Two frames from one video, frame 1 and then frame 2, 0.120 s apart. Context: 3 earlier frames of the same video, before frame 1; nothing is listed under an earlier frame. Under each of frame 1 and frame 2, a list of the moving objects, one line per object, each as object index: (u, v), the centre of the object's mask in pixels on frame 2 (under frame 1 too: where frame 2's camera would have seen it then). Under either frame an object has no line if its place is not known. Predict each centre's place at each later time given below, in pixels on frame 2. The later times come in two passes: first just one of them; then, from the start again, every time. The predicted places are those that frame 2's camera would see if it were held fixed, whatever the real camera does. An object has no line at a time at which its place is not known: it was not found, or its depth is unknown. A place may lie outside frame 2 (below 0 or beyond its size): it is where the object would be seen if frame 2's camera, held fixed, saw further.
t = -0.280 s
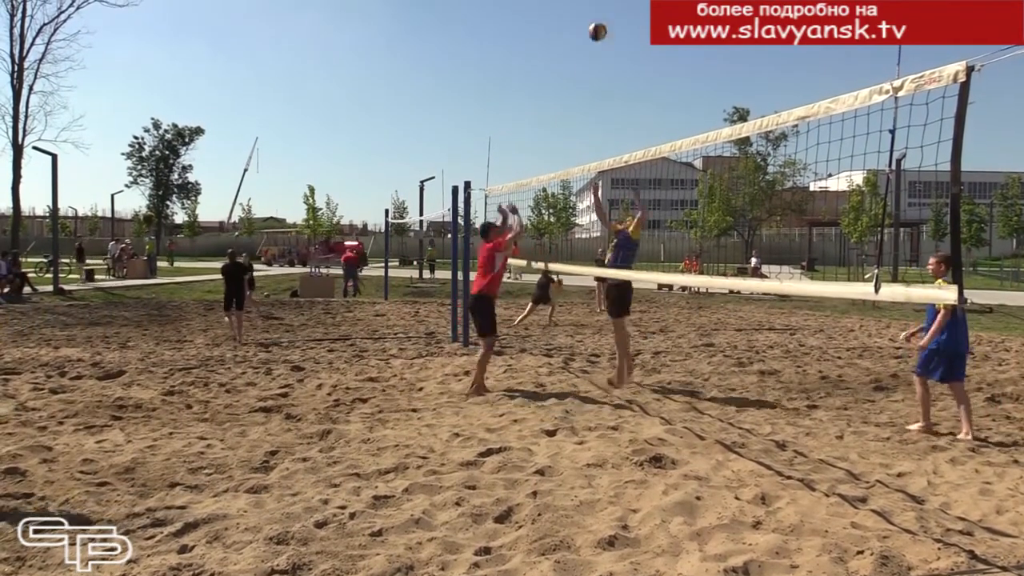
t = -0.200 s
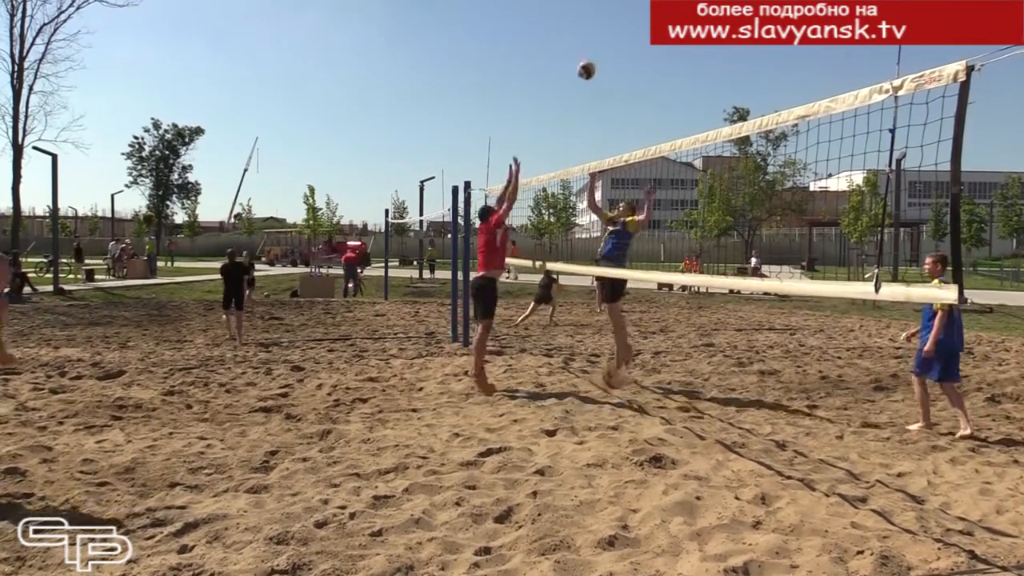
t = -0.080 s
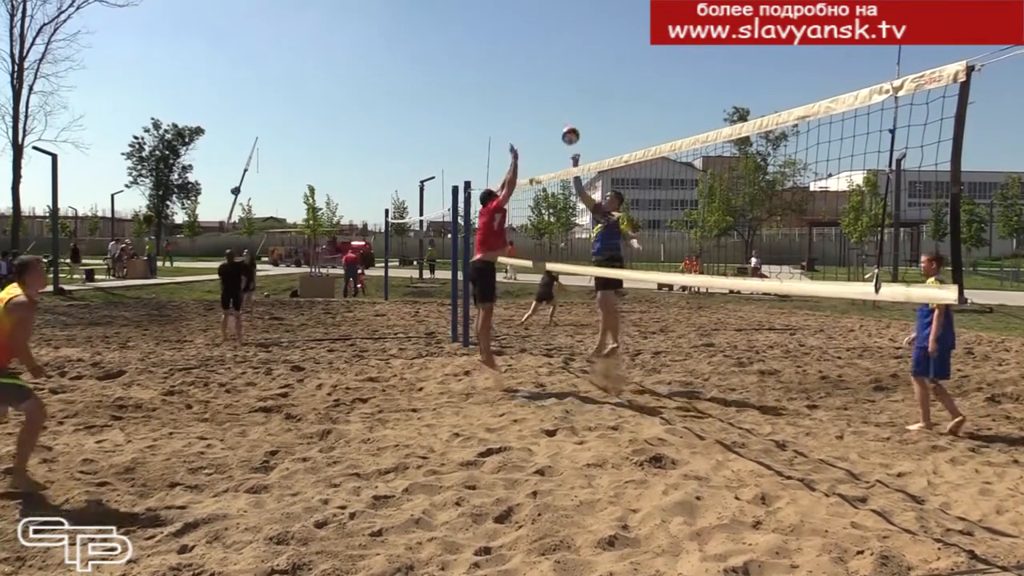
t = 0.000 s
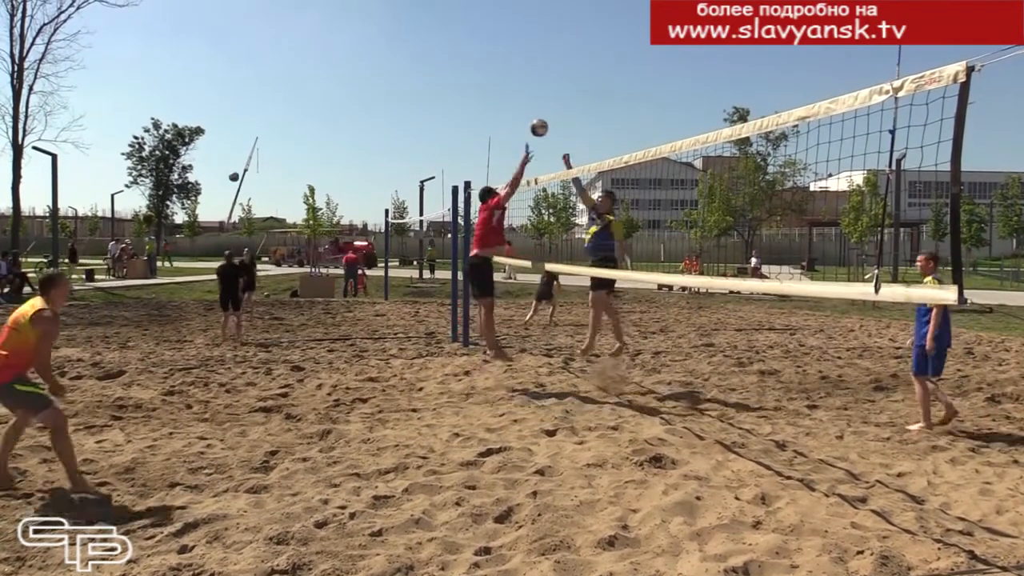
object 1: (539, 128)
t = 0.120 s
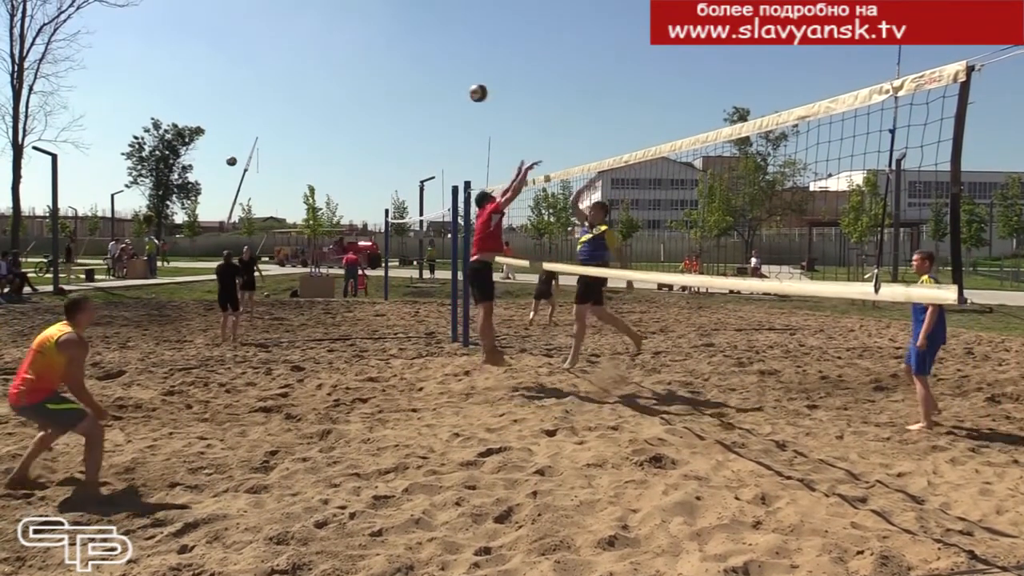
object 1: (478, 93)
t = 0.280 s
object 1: (396, 65)
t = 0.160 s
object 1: (458, 84)
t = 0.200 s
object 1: (437, 76)
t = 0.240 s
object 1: (417, 70)
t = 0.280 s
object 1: (396, 65)
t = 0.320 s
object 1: (374, 61)
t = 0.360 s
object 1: (353, 60)
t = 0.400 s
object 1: (331, 59)
